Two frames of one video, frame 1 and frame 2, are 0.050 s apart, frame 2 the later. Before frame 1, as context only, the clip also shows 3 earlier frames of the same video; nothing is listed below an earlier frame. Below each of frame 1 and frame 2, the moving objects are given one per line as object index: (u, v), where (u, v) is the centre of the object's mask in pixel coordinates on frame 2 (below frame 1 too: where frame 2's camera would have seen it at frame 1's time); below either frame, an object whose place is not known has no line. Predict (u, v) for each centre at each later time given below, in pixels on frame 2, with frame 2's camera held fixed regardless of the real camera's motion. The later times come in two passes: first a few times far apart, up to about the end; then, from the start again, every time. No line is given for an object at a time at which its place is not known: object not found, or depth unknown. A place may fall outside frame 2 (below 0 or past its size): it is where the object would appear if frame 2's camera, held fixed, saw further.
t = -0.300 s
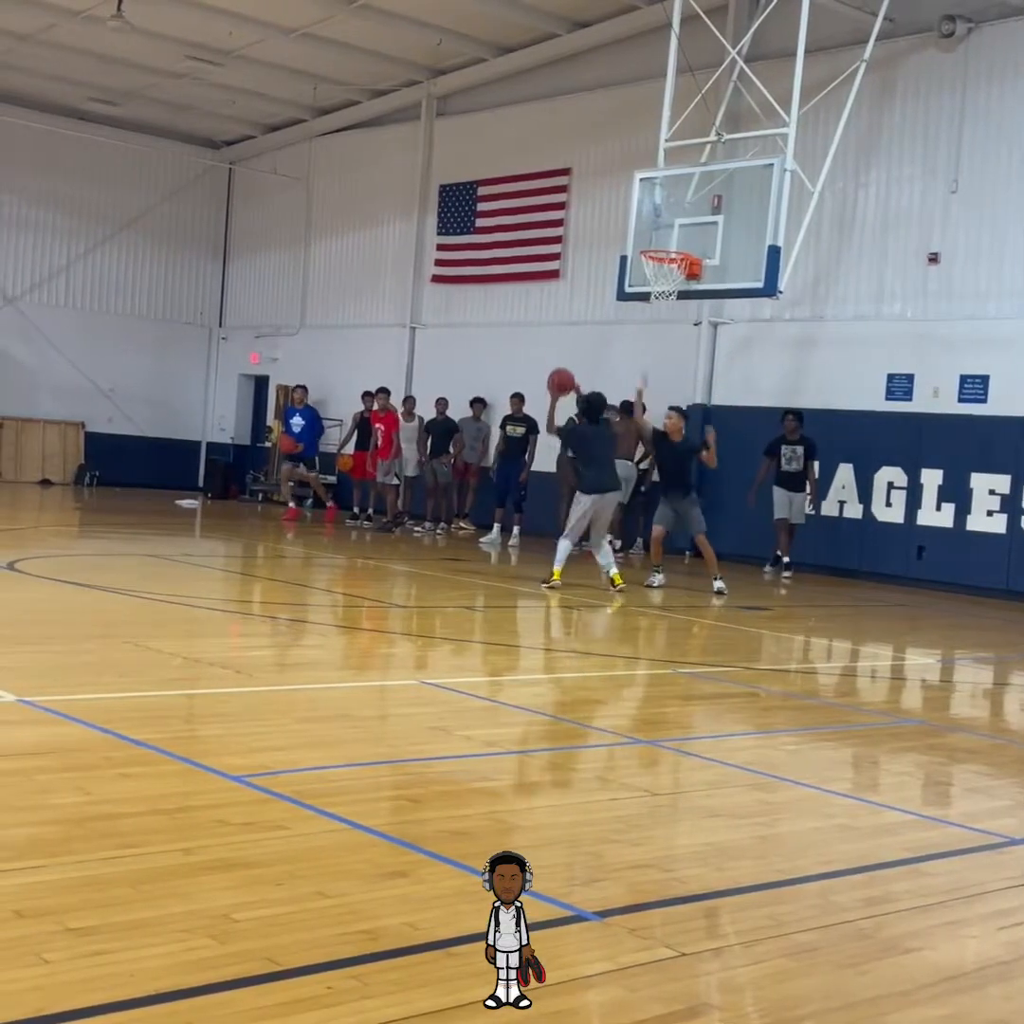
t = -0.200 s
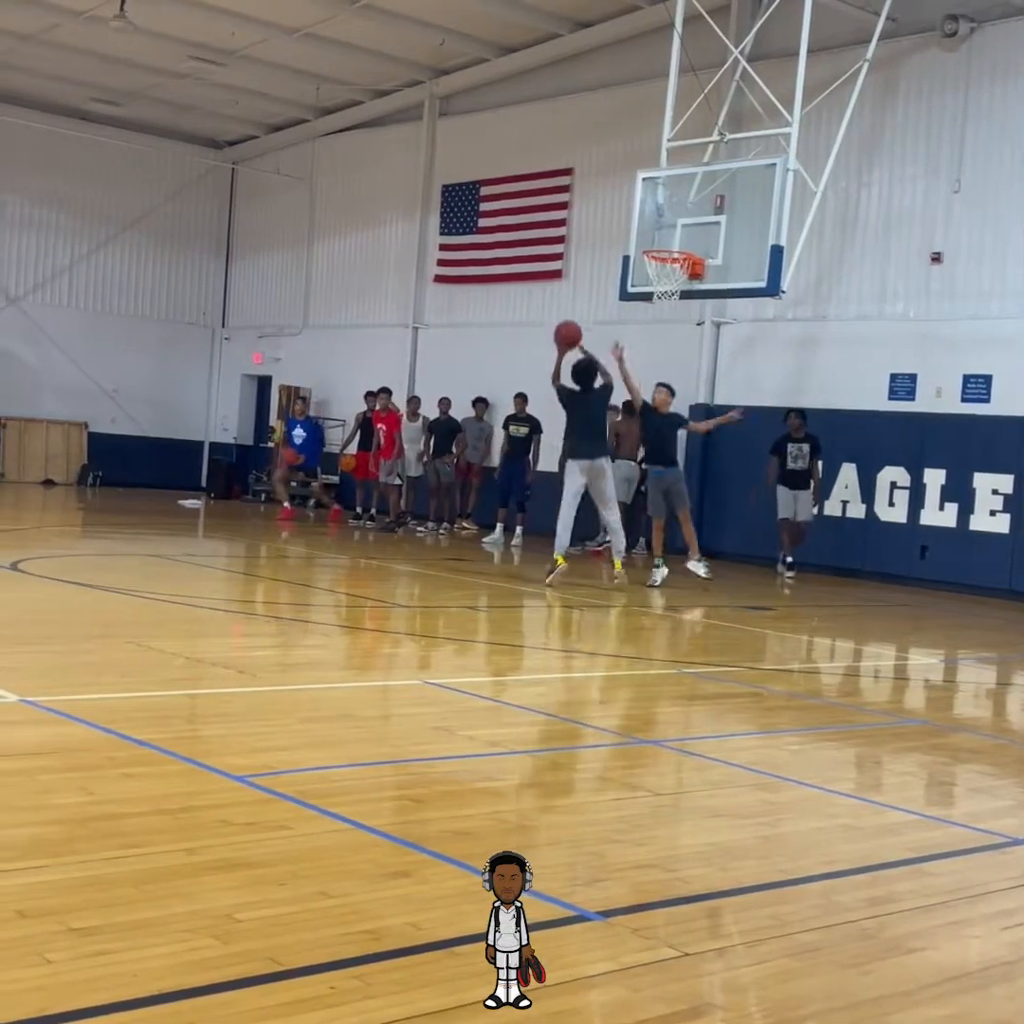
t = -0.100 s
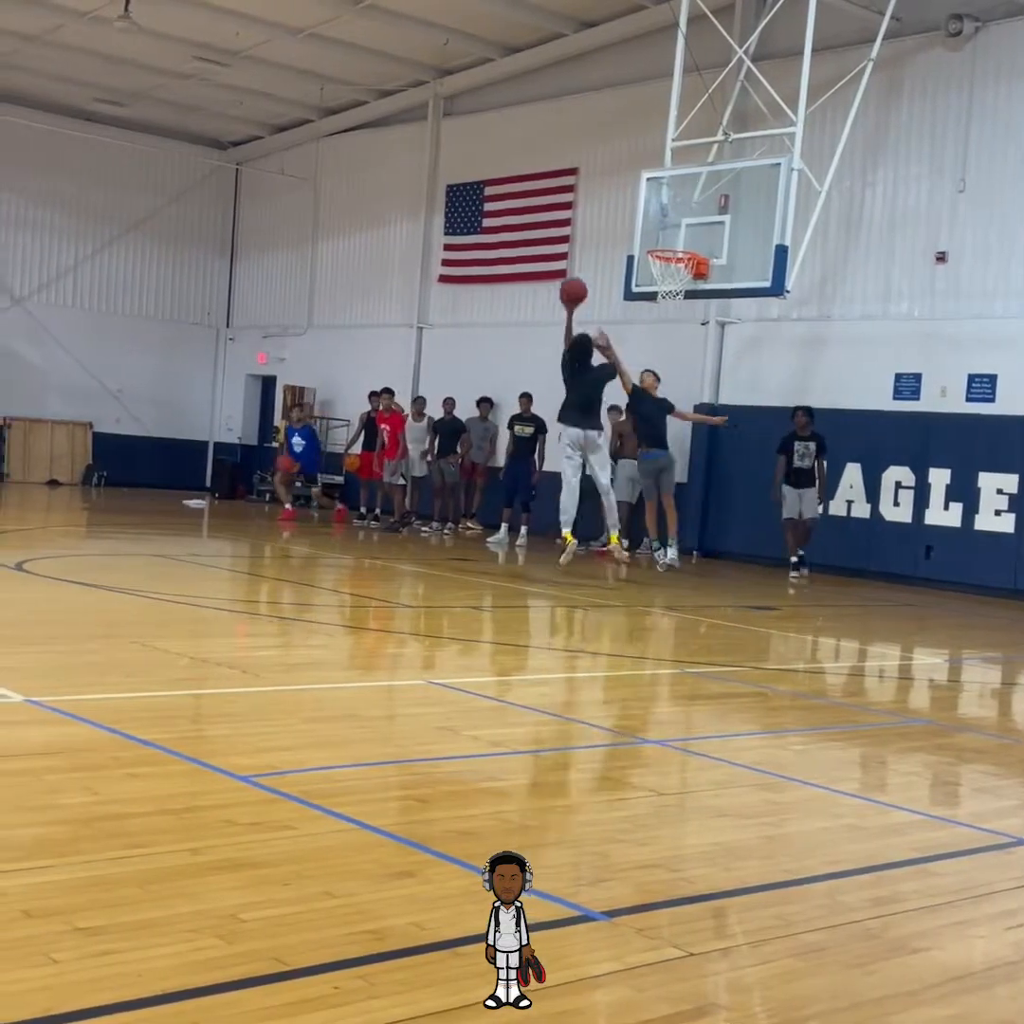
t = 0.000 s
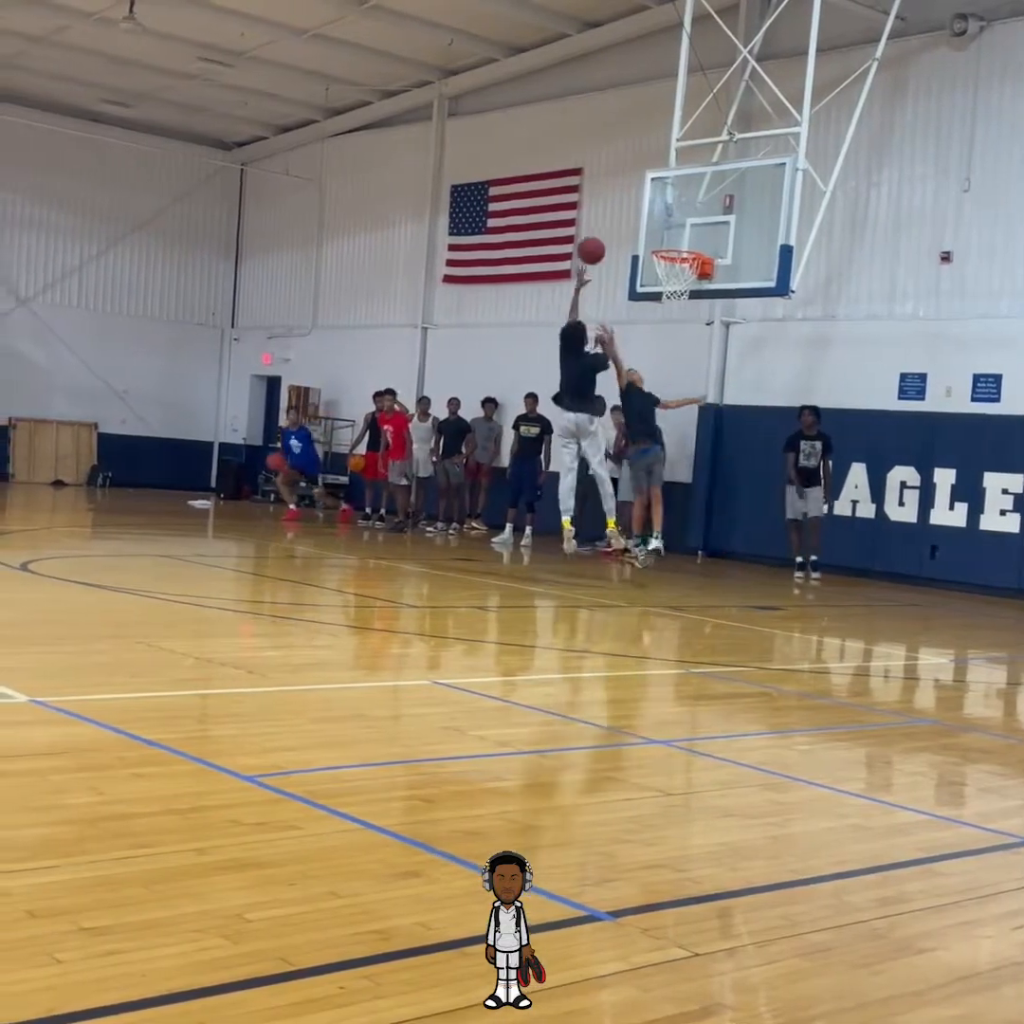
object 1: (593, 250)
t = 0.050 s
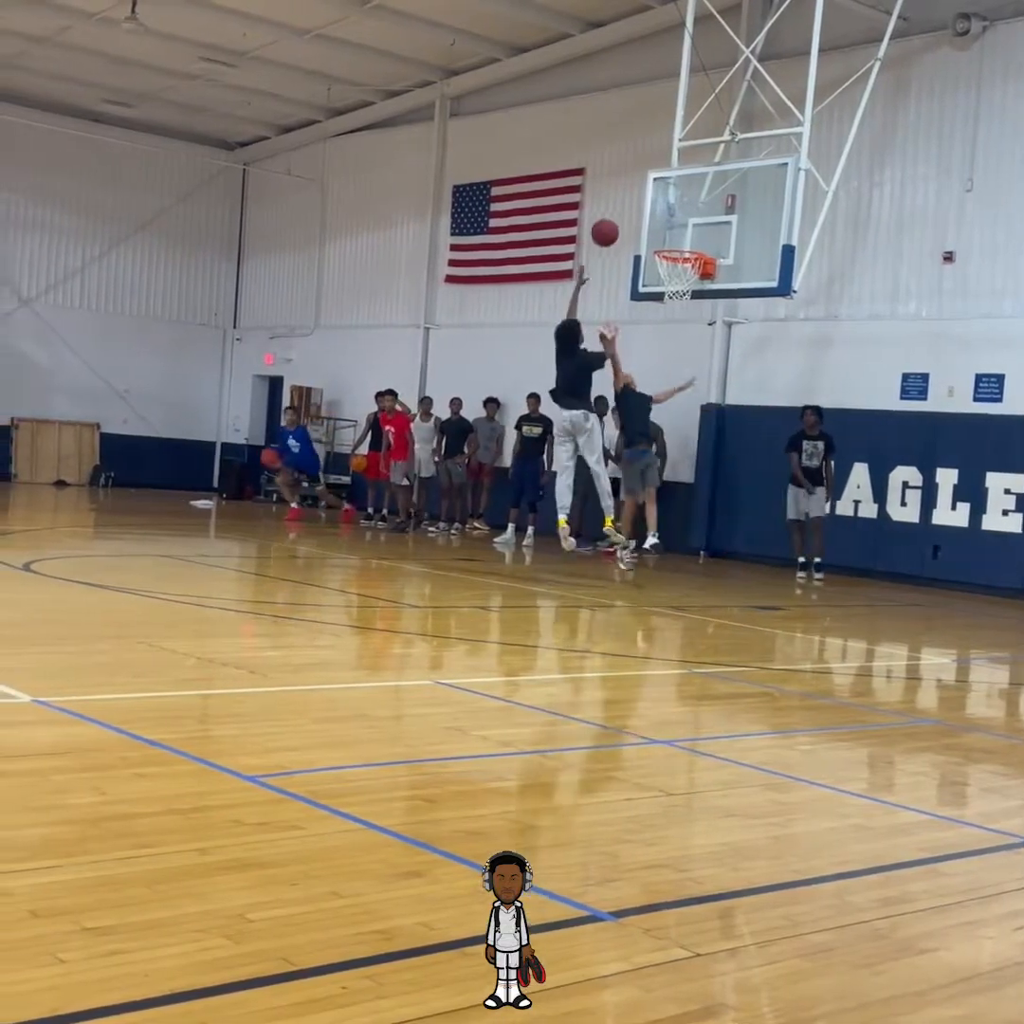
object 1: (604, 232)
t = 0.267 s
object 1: (649, 189)
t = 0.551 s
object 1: (698, 211)
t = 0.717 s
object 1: (691, 244)
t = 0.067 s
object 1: (608, 227)
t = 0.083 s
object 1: (612, 222)
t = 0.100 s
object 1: (616, 217)
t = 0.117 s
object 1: (619, 213)
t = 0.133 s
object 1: (622, 209)
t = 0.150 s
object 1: (626, 205)
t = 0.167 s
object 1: (629, 202)
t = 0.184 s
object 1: (633, 199)
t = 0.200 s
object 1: (636, 197)
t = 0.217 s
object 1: (639, 195)
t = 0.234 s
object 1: (643, 192)
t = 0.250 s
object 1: (646, 191)
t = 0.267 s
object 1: (649, 189)
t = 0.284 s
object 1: (652, 189)
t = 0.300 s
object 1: (655, 187)
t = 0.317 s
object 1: (659, 187)
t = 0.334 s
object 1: (662, 187)
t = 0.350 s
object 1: (665, 187)
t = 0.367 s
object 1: (668, 187)
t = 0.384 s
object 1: (671, 188)
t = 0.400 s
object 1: (673, 189)
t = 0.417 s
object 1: (676, 190)
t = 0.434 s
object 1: (679, 192)
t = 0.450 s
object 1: (682, 194)
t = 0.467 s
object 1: (685, 196)
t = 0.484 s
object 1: (687, 198)
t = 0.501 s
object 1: (690, 201)
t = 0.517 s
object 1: (693, 204)
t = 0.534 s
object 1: (695, 207)
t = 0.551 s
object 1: (698, 211)
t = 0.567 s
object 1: (700, 215)
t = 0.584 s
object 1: (703, 219)
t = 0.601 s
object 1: (705, 223)
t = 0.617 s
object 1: (707, 228)
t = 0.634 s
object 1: (707, 231)
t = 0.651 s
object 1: (704, 234)
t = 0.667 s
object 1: (700, 237)
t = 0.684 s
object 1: (698, 240)
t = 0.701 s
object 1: (694, 242)
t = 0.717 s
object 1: (691, 244)
